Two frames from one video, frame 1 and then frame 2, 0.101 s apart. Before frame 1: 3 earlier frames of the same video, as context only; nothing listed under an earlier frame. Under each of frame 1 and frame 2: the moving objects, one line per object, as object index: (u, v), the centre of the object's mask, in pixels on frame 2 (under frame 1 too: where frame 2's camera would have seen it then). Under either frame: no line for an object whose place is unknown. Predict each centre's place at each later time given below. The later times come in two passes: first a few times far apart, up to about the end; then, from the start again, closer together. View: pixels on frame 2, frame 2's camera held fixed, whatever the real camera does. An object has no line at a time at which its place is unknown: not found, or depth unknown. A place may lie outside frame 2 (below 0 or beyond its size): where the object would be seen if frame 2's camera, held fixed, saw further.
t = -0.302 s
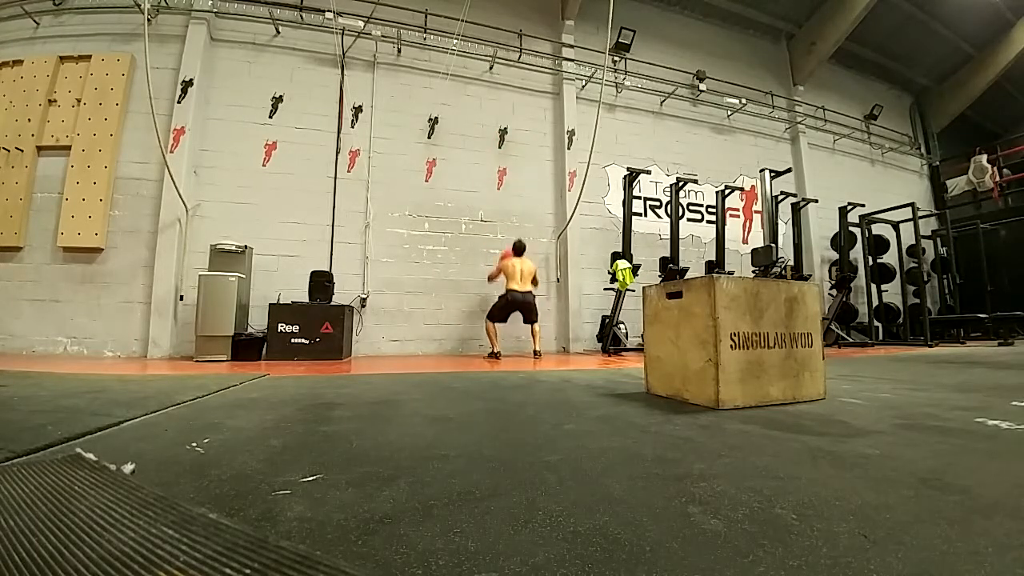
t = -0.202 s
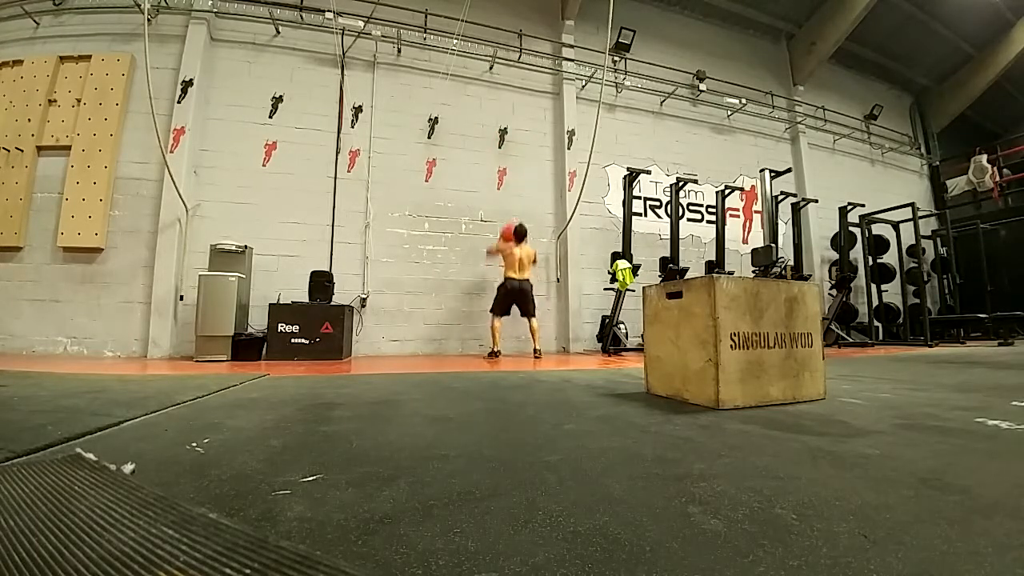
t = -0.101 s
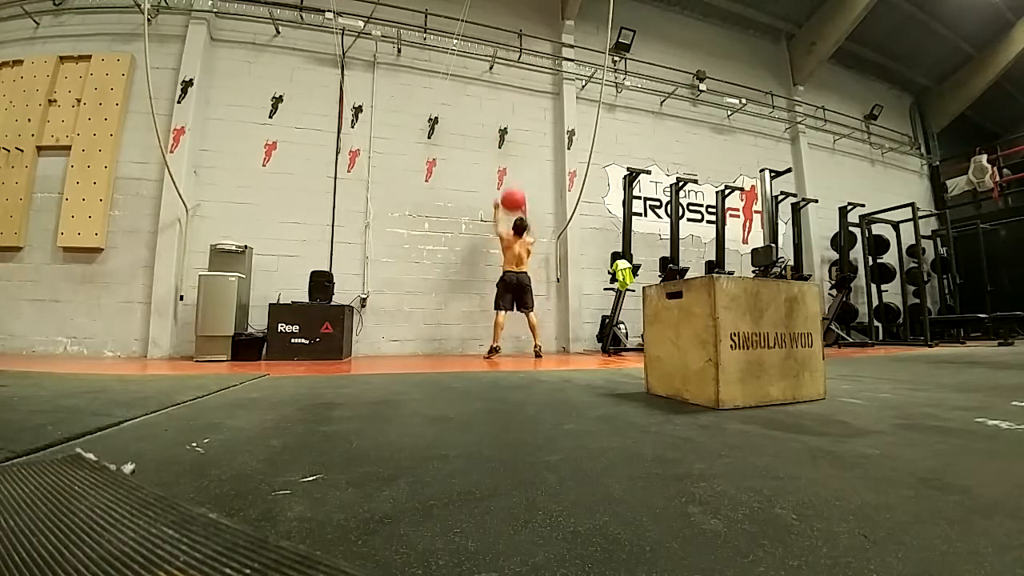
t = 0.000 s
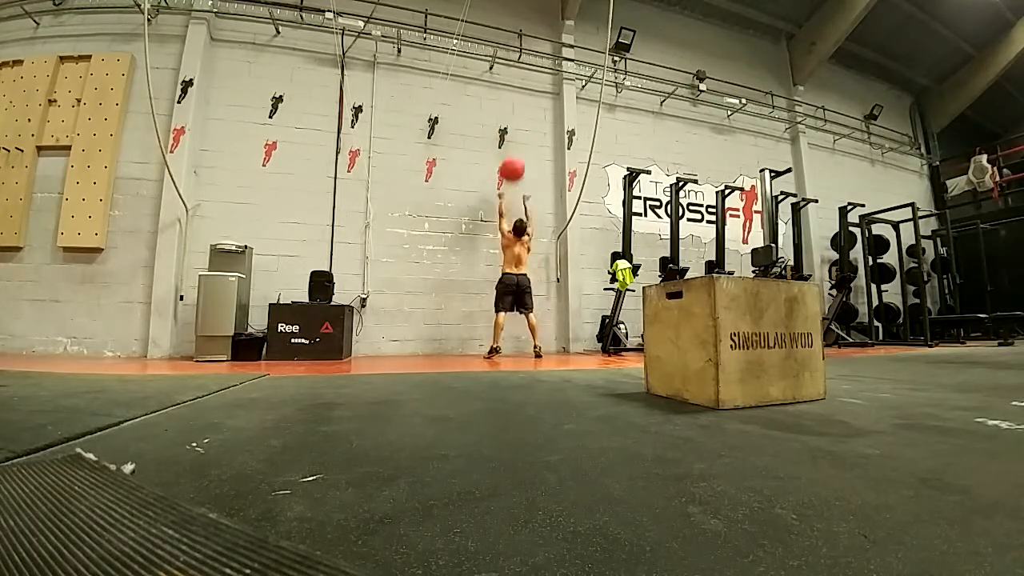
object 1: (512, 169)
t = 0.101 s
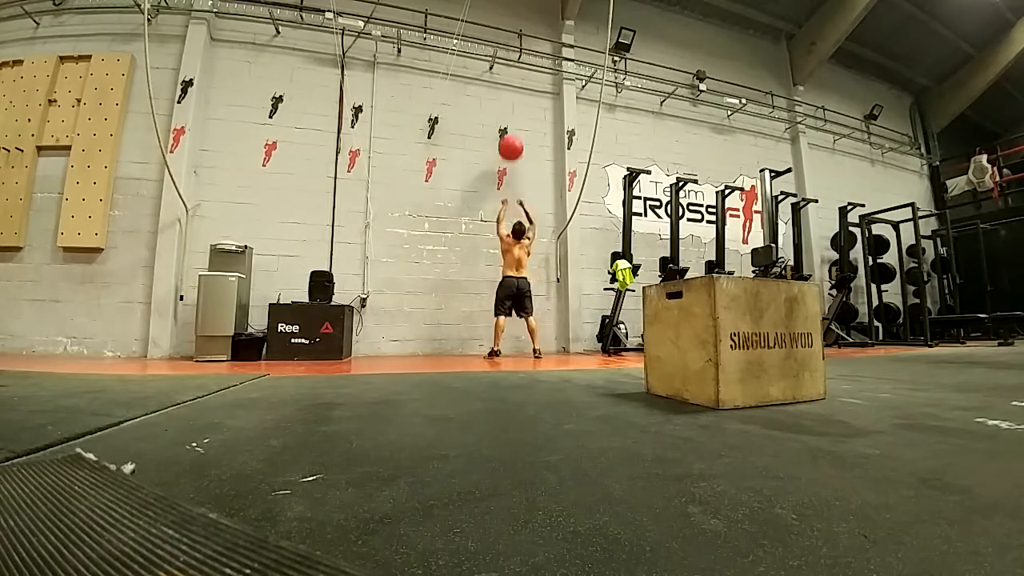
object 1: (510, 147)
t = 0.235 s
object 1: (508, 131)
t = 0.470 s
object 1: (506, 130)
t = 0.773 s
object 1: (507, 168)
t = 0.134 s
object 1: (509, 141)
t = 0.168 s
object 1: (509, 137)
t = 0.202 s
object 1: (509, 134)
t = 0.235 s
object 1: (508, 131)
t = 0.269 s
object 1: (508, 130)
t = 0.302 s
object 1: (507, 128)
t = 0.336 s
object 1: (507, 128)
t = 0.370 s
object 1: (506, 128)
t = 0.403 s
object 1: (506, 128)
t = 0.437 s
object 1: (506, 129)
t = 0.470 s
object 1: (506, 130)
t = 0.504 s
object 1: (506, 131)
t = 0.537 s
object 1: (506, 133)
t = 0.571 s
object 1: (507, 135)
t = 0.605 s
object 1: (507, 138)
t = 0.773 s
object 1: (507, 168)
